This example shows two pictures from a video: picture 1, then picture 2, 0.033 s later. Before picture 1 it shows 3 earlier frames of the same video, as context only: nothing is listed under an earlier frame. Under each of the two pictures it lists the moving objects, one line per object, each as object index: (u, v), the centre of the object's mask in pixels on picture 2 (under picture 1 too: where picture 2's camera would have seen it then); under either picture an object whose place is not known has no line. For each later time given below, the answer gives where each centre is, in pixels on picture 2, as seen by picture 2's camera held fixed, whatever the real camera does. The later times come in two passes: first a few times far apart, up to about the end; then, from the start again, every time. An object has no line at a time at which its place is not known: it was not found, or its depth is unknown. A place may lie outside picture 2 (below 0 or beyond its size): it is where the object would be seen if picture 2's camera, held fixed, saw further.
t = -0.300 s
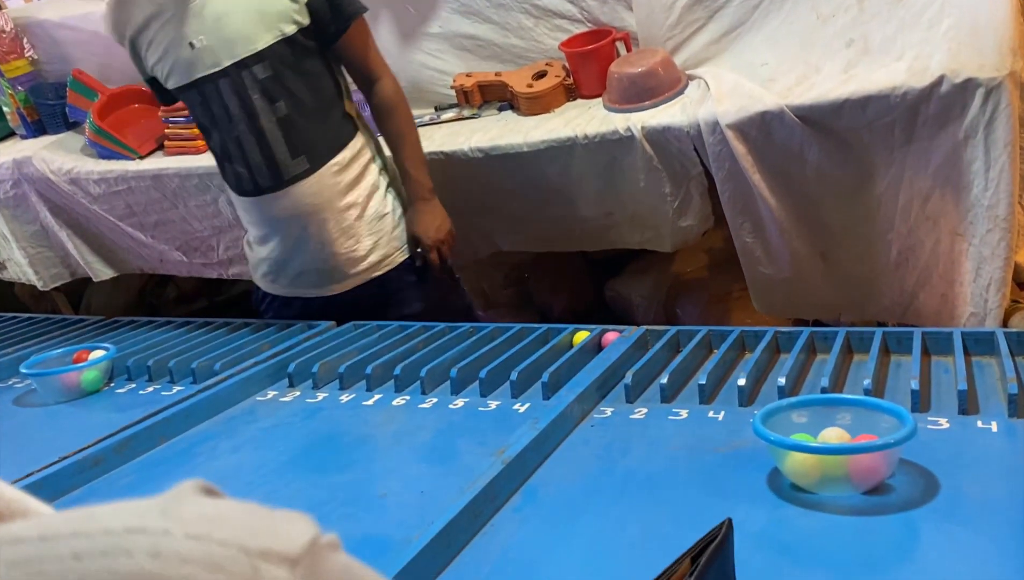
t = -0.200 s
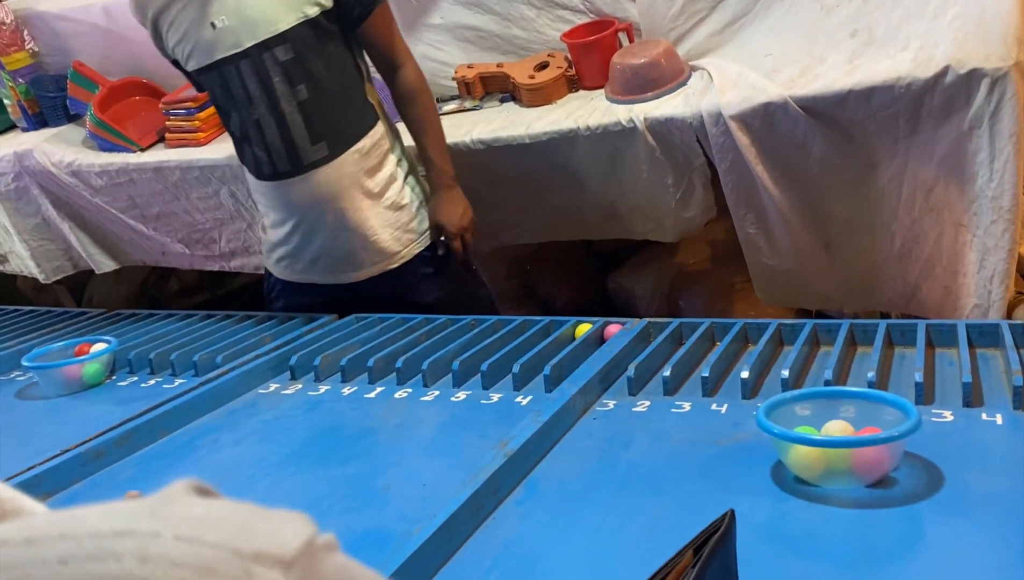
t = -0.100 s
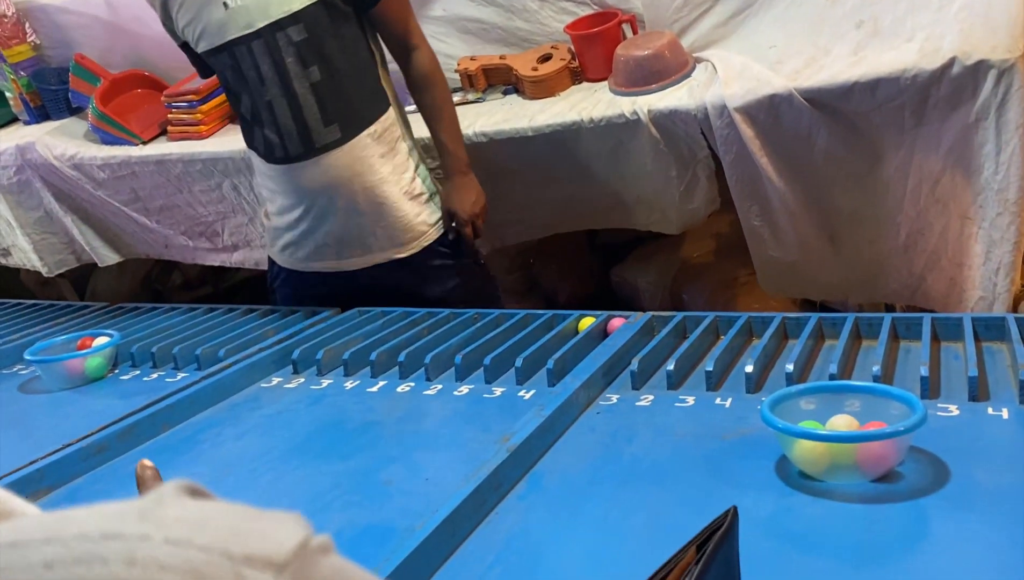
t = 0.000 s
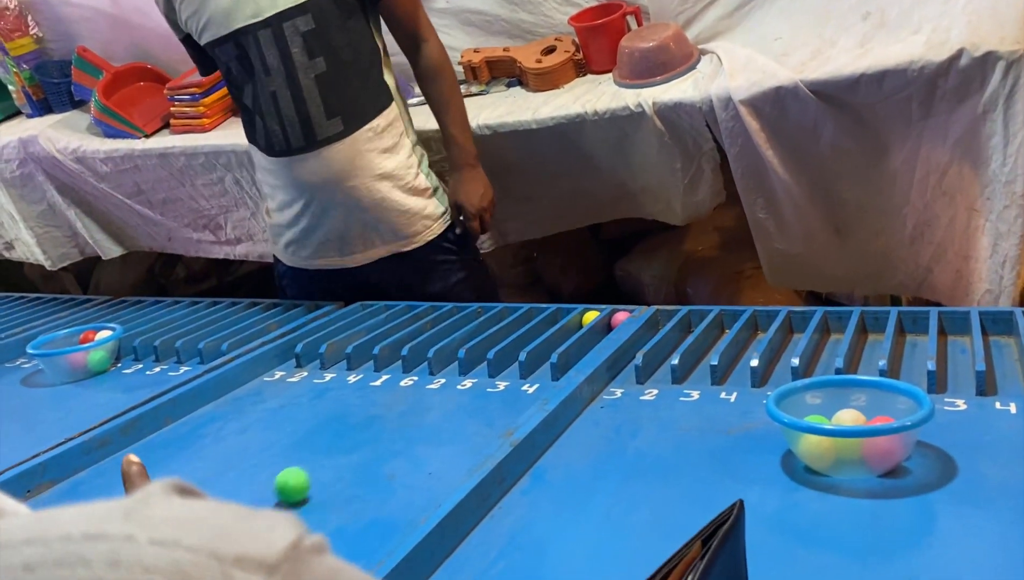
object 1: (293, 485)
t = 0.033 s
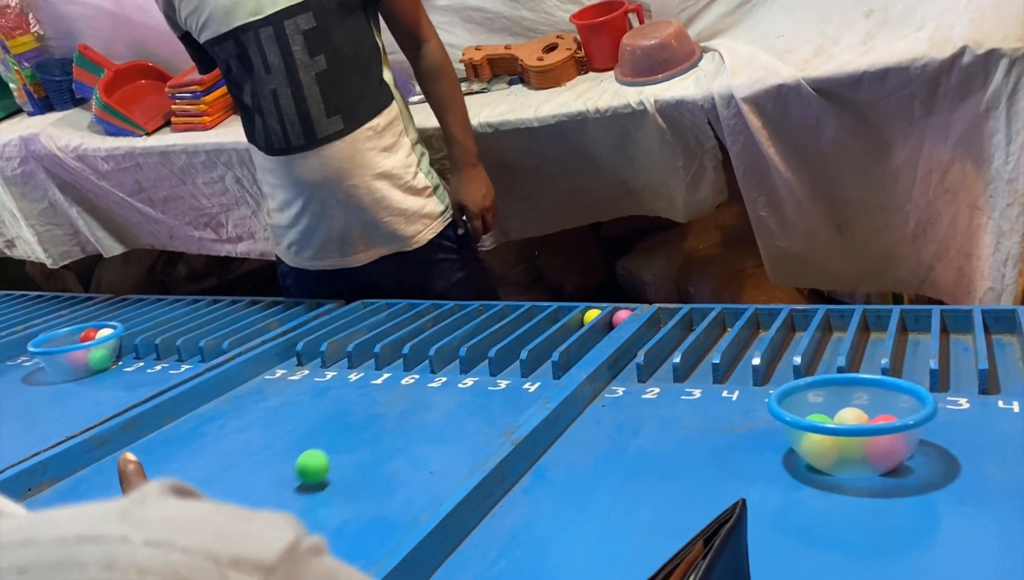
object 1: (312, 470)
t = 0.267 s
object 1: (443, 380)
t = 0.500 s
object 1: (533, 389)
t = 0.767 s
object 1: (513, 373)
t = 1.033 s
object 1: (504, 367)
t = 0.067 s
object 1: (331, 458)
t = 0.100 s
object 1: (351, 444)
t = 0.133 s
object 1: (371, 429)
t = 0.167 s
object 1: (389, 417)
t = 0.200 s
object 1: (407, 403)
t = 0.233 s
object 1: (426, 393)
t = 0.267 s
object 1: (443, 380)
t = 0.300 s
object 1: (460, 369)
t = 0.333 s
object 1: (470, 368)
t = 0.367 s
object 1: (479, 379)
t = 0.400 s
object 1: (489, 381)
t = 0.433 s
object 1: (503, 386)
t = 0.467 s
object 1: (520, 391)
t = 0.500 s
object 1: (533, 389)
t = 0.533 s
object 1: (535, 390)
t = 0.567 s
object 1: (525, 393)
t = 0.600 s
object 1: (517, 391)
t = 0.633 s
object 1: (512, 387)
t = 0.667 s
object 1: (510, 385)
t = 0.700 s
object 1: (510, 381)
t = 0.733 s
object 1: (511, 377)
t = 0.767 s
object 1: (513, 373)
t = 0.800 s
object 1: (512, 372)
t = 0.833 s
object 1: (507, 374)
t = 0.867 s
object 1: (504, 376)
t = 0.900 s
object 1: (502, 375)
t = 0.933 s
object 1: (502, 374)
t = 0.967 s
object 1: (502, 372)
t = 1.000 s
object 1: (503, 370)
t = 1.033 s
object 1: (504, 367)
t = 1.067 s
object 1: (507, 364)
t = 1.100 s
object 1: (510, 362)
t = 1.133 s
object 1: (512, 359)
